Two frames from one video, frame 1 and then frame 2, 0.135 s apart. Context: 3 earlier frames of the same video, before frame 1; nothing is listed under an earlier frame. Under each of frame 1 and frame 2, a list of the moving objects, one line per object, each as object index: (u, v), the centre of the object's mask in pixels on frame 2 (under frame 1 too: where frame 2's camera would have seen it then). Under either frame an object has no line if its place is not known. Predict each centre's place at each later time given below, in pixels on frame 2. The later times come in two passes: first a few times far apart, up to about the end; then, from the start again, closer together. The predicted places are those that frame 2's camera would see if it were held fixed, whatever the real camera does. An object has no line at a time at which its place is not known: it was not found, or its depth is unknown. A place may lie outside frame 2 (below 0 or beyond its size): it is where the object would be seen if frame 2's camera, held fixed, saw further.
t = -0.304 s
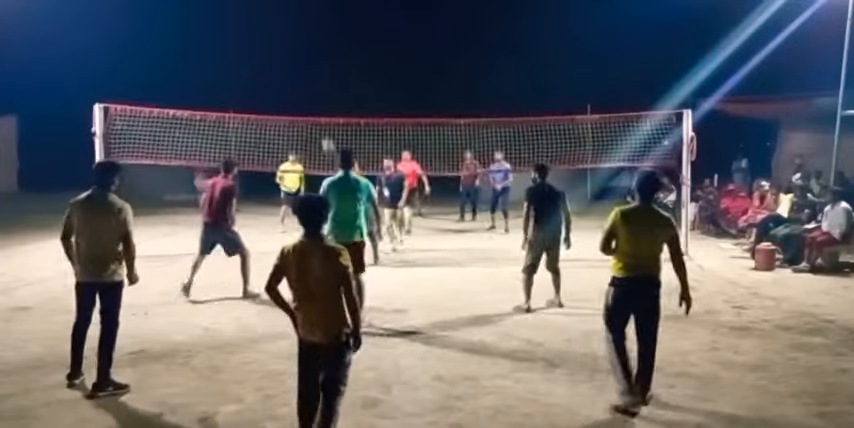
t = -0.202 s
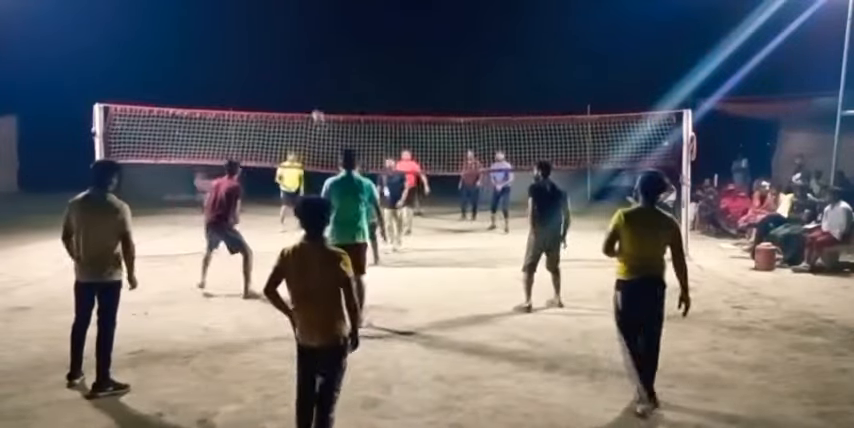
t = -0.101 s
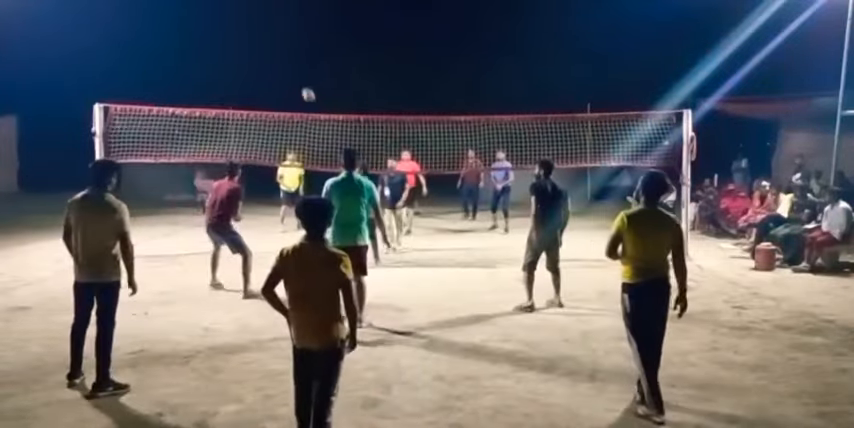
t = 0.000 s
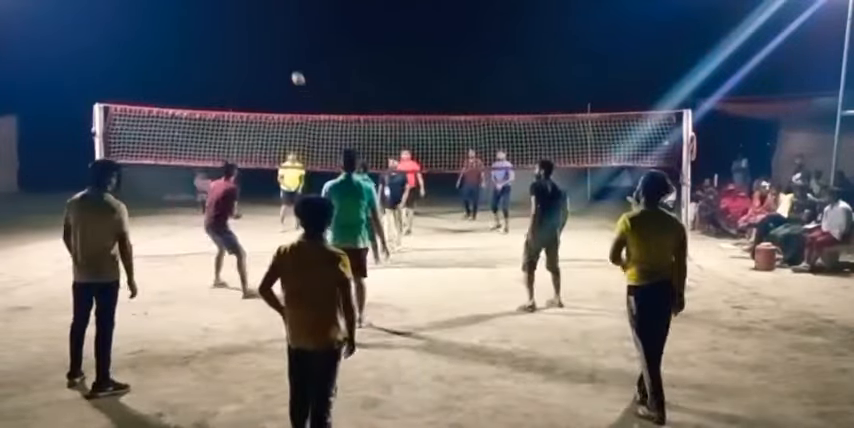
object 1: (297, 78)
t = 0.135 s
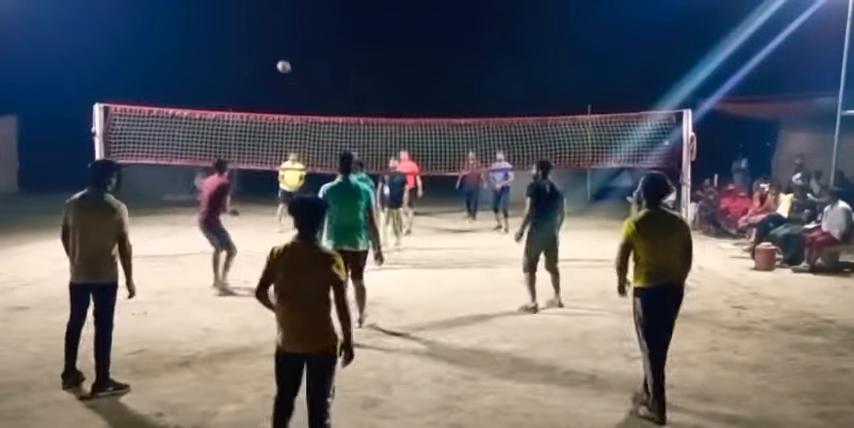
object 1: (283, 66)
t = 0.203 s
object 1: (276, 65)
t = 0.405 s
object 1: (254, 79)
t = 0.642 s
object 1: (225, 132)
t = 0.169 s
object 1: (280, 66)
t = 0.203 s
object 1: (276, 65)
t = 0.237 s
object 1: (272, 65)
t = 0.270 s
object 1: (268, 66)
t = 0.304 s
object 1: (265, 68)
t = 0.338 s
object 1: (261, 71)
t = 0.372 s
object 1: (258, 74)
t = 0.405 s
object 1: (254, 79)
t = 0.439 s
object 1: (251, 84)
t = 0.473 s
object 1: (247, 90)
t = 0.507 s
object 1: (243, 97)
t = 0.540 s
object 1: (239, 104)
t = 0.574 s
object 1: (234, 111)
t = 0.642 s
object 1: (225, 132)
